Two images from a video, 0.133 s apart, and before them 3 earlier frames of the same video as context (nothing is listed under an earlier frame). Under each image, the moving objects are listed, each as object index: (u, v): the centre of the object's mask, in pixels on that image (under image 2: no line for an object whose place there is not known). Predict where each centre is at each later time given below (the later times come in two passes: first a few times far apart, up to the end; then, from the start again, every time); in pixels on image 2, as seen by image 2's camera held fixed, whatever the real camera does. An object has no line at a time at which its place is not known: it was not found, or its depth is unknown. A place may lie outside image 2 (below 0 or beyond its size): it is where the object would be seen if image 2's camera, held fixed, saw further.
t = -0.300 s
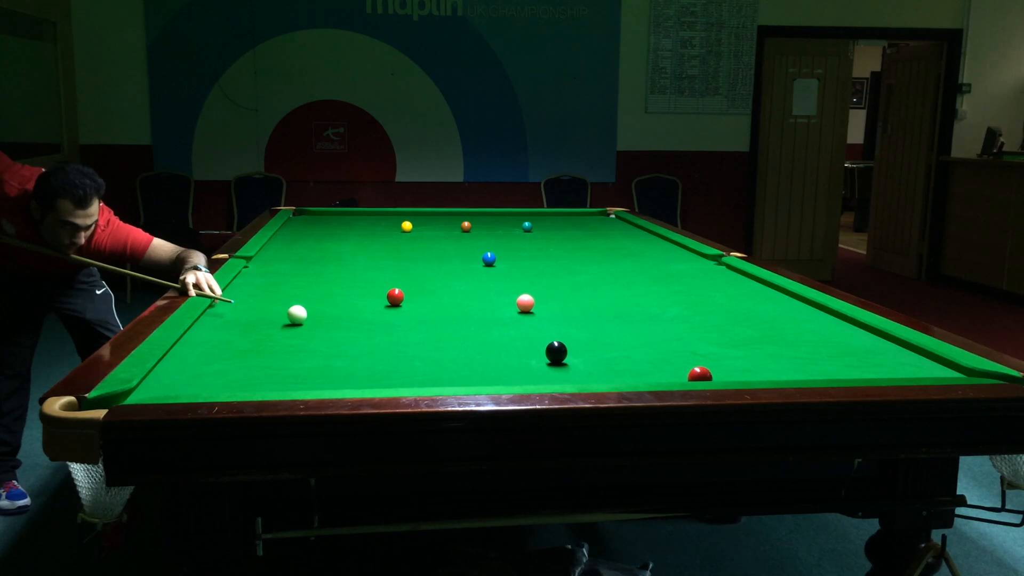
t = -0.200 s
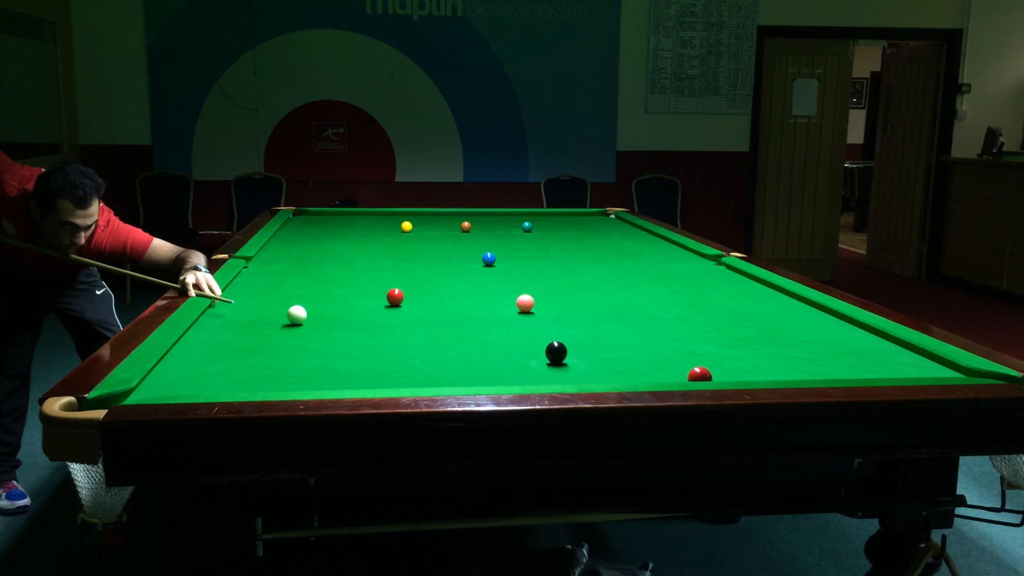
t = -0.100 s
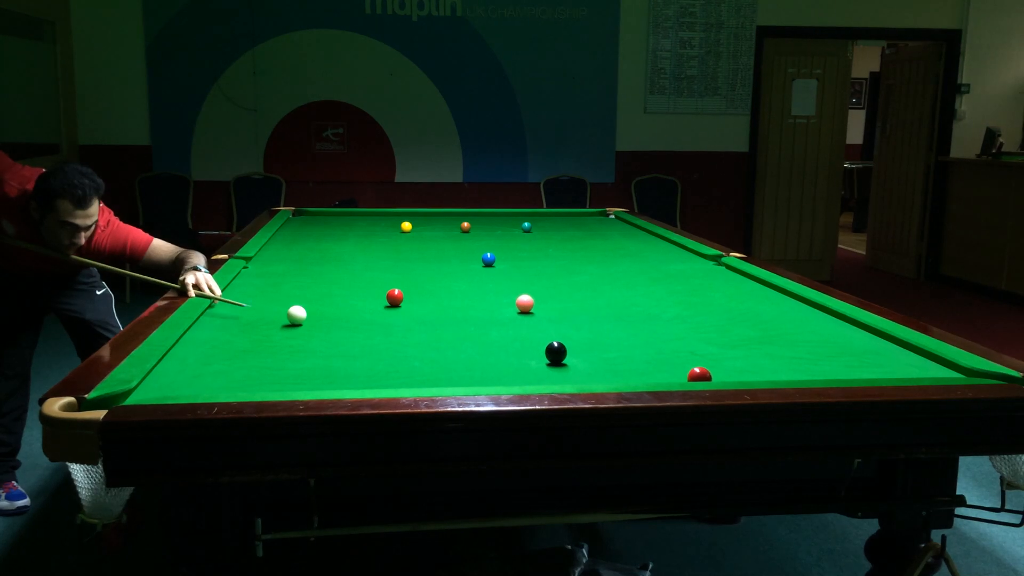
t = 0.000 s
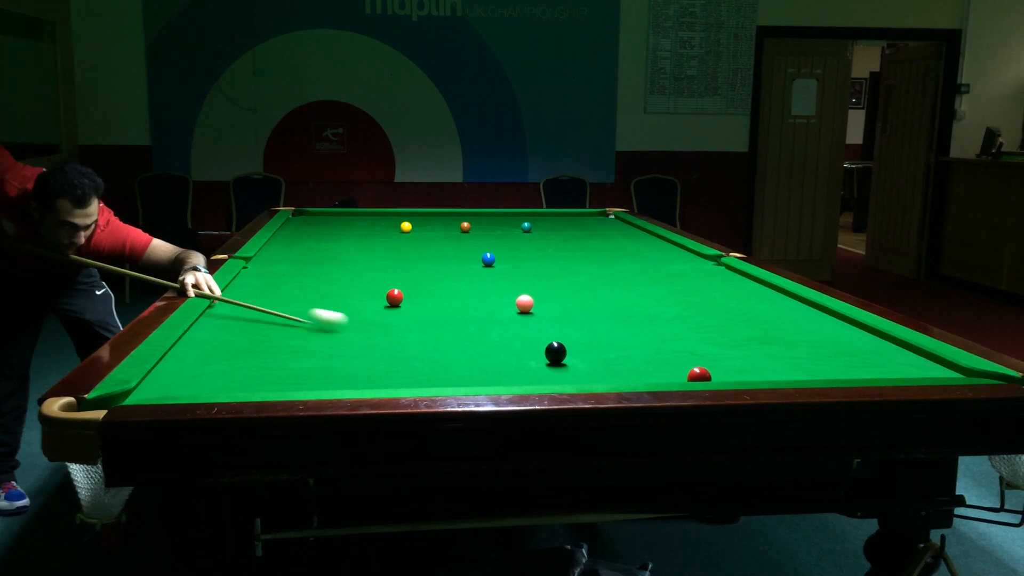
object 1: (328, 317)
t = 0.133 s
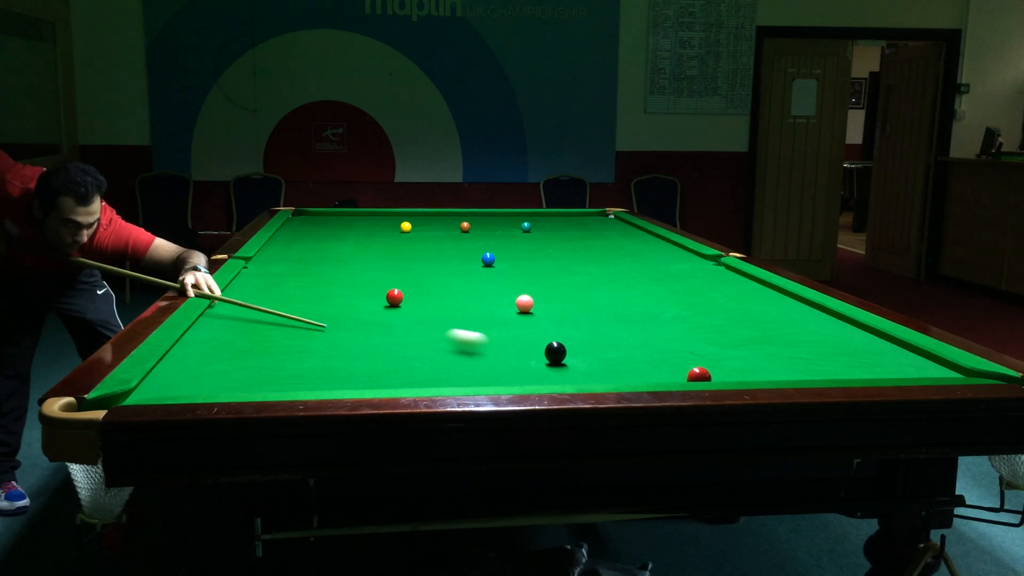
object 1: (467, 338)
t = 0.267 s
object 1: (530, 357)
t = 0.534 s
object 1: (510, 374)
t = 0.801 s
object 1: (480, 380)
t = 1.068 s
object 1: (436, 375)
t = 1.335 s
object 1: (397, 366)
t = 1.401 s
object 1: (388, 364)
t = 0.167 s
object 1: (503, 343)
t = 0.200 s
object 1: (533, 351)
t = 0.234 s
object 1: (532, 355)
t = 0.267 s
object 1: (530, 357)
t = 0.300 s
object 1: (528, 360)
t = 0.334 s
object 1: (525, 362)
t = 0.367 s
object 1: (523, 364)
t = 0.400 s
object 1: (520, 366)
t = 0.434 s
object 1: (518, 368)
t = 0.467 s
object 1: (515, 371)
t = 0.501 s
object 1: (513, 373)
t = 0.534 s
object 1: (510, 374)
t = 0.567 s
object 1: (507, 376)
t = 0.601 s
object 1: (504, 377)
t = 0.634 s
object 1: (502, 378)
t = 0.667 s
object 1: (499, 380)
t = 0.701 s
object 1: (496, 381)
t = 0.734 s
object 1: (492, 382)
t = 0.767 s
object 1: (486, 381)
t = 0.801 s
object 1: (480, 380)
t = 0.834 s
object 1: (474, 380)
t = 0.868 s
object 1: (468, 379)
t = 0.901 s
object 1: (463, 378)
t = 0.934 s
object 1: (457, 378)
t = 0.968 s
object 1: (452, 377)
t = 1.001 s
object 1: (447, 376)
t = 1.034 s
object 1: (441, 375)
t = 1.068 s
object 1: (436, 375)
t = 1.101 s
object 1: (431, 374)
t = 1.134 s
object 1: (426, 372)
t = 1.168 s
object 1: (421, 371)
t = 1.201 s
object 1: (416, 370)
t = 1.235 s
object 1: (411, 369)
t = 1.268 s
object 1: (406, 368)
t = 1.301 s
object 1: (402, 367)
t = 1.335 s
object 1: (397, 366)
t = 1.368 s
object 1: (393, 365)
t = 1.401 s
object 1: (388, 364)
